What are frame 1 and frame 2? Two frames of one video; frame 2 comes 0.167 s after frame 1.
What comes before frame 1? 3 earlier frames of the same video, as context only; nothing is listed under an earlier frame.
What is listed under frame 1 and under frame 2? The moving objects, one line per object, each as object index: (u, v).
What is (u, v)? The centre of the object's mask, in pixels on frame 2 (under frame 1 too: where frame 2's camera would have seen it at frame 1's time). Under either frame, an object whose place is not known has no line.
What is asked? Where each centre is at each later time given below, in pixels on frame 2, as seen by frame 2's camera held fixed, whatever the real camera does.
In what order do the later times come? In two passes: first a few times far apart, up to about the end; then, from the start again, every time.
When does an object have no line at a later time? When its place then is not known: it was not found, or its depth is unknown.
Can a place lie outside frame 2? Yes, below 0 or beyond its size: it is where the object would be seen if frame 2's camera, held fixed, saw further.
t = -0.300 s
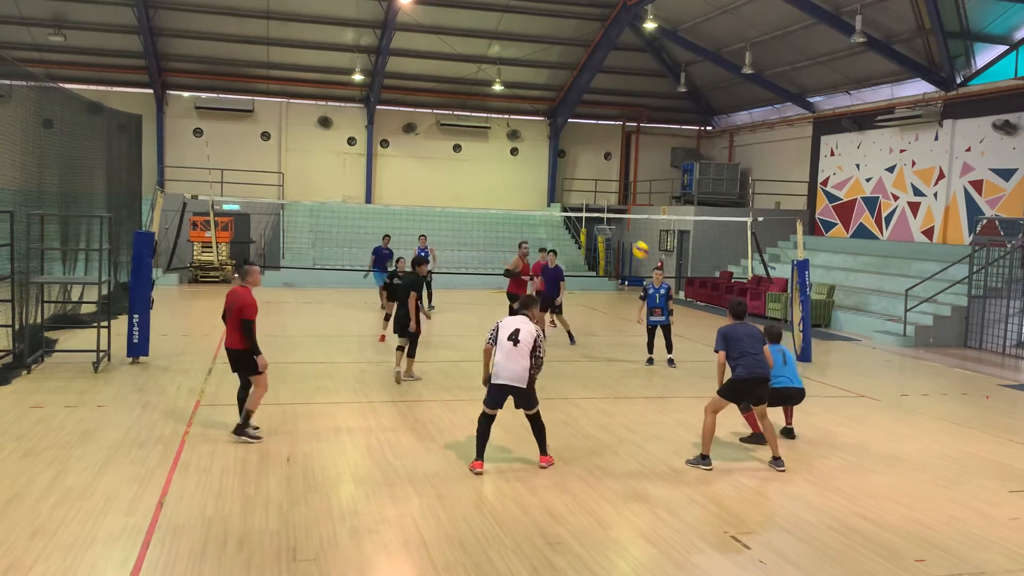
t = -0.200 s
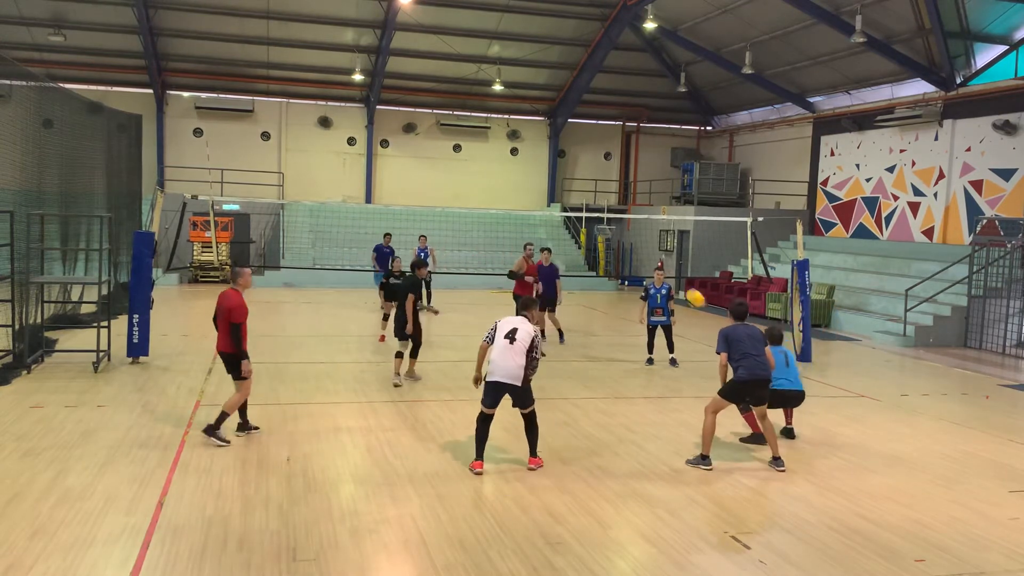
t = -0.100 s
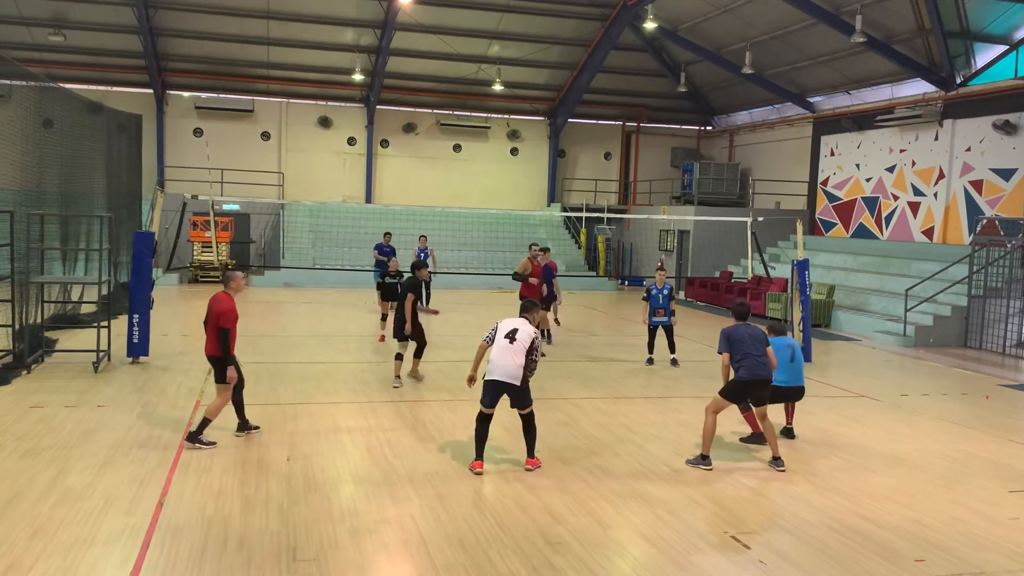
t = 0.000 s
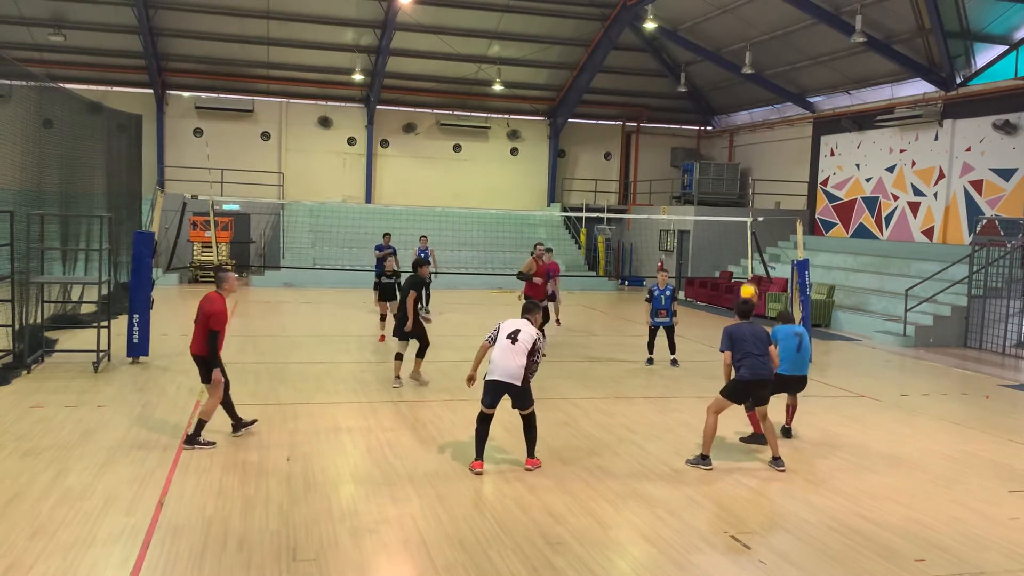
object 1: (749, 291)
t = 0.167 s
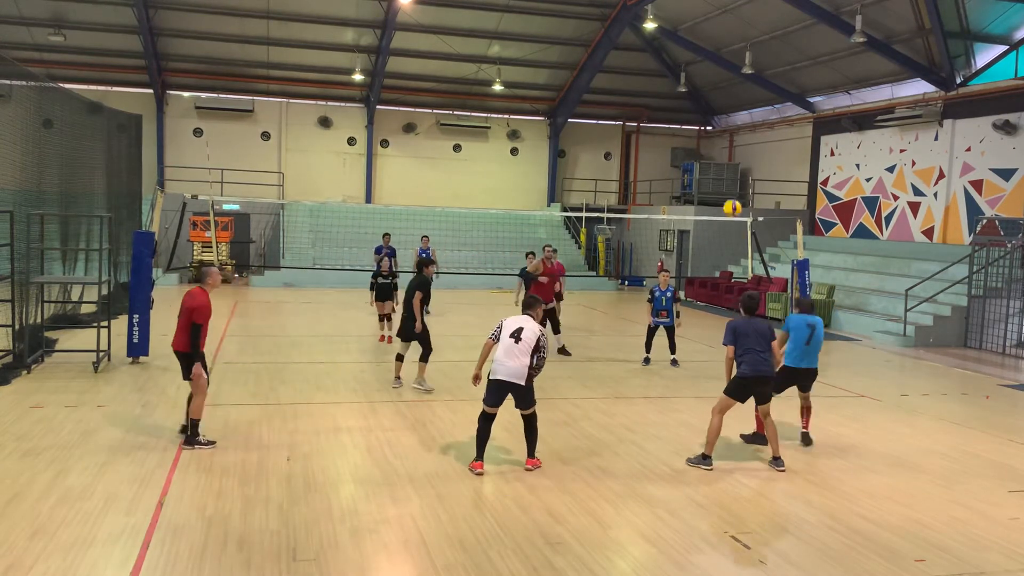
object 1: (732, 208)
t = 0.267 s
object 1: (723, 172)
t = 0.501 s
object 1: (703, 124)
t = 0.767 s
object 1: (681, 122)
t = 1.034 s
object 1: (660, 167)
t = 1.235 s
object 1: (643, 225)
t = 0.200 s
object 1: (729, 196)
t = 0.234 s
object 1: (726, 184)
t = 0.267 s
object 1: (723, 172)
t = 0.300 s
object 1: (720, 162)
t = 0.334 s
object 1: (718, 153)
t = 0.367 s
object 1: (715, 145)
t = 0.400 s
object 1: (712, 138)
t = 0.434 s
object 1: (709, 133)
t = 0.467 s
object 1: (706, 128)
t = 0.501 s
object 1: (703, 124)
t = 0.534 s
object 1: (700, 121)
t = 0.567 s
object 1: (698, 119)
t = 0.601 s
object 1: (695, 117)
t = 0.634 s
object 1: (692, 117)
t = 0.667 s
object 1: (690, 117)
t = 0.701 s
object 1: (687, 118)
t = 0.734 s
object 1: (684, 119)
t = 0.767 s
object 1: (681, 122)
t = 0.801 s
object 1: (679, 125)
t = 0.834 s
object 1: (676, 129)
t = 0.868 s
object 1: (673, 134)
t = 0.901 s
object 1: (670, 139)
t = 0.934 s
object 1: (668, 145)
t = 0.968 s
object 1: (665, 152)
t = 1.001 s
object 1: (663, 159)
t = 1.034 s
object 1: (660, 167)
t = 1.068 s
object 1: (657, 176)
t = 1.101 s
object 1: (654, 184)
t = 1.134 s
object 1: (651, 194)
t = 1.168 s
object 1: (648, 203)
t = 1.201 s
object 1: (646, 214)
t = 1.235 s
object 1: (643, 225)
